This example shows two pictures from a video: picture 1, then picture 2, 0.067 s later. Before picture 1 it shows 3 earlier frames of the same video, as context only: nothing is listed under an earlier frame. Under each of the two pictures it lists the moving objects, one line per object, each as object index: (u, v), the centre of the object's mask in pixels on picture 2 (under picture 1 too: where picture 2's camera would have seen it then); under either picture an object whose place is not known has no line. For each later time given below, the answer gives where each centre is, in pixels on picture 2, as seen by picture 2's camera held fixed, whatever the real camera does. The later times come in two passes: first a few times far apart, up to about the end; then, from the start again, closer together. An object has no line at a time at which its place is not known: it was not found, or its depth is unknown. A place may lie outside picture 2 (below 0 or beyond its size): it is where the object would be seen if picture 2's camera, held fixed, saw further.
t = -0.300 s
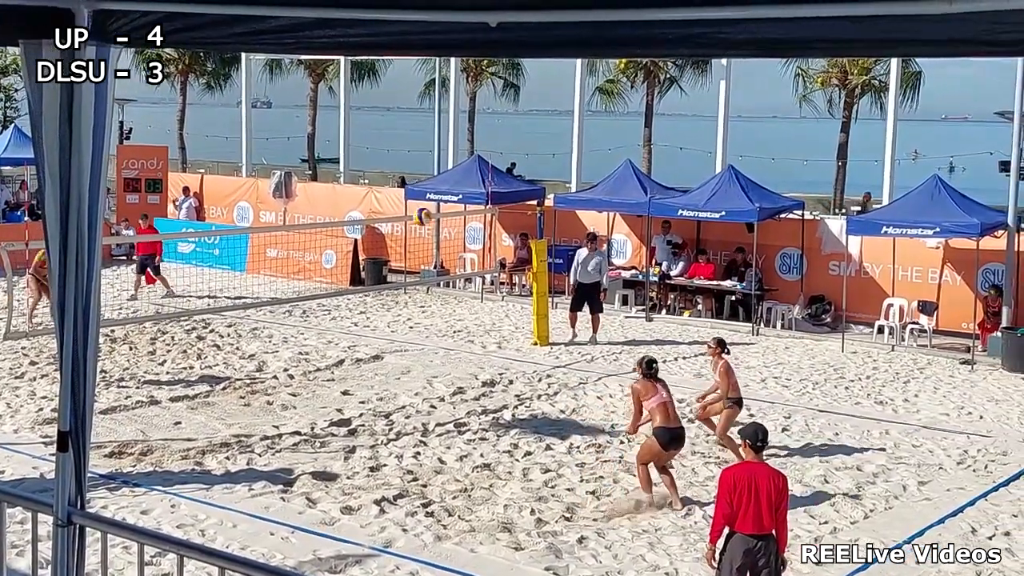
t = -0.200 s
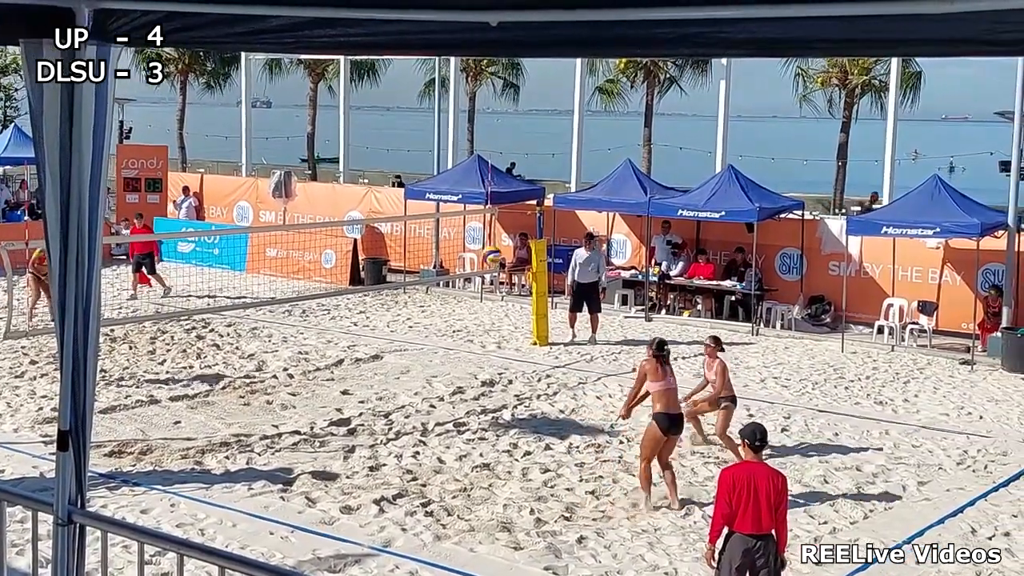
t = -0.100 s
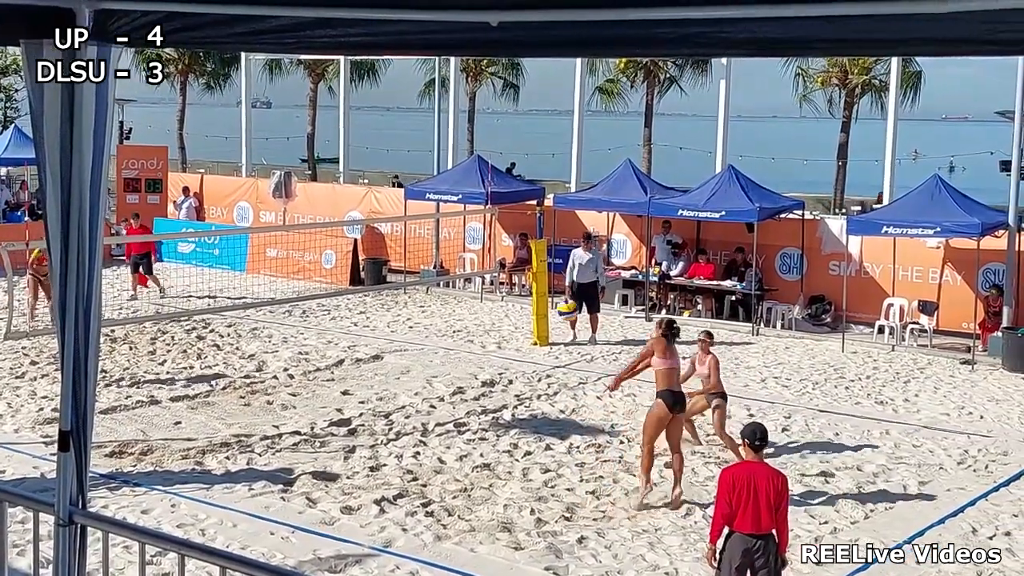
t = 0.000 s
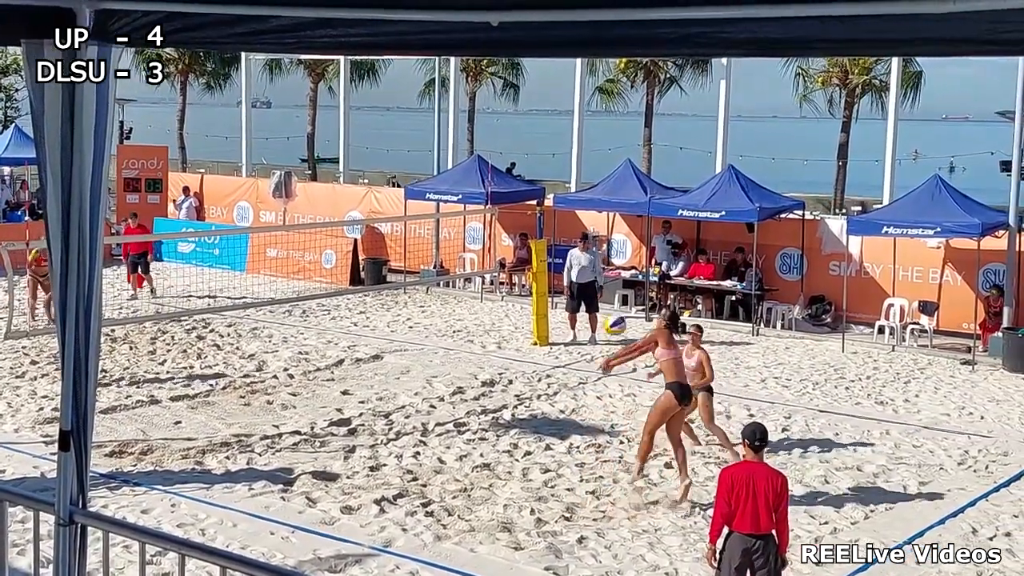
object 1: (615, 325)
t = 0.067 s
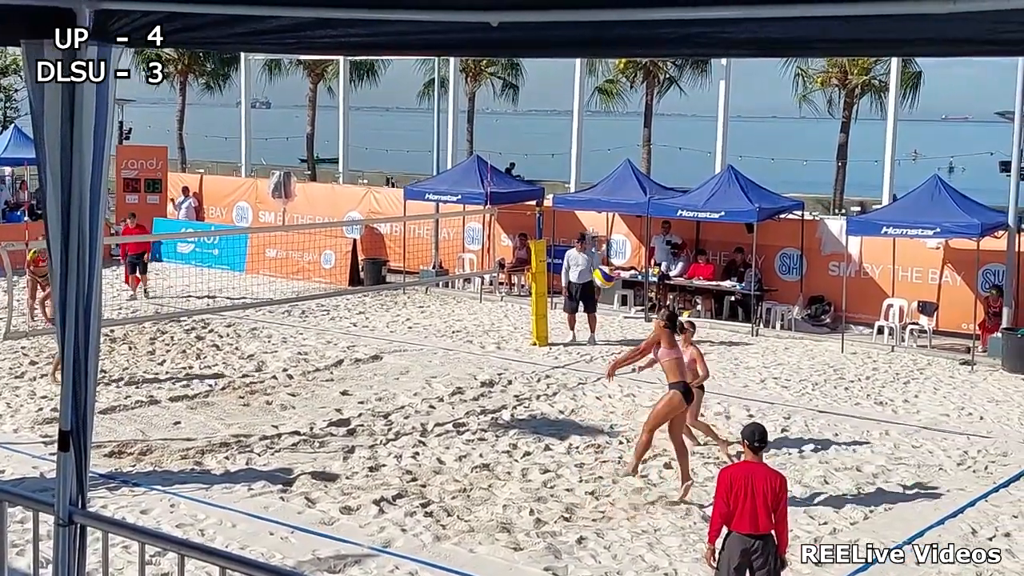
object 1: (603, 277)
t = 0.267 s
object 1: (571, 156)
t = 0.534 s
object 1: (534, 73)
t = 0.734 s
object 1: (506, 64)
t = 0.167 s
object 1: (586, 205)
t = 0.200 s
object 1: (581, 187)
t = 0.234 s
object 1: (576, 170)
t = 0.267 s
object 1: (571, 156)
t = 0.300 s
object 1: (566, 140)
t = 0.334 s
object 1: (561, 127)
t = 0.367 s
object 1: (556, 115)
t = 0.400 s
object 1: (552, 104)
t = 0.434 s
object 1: (548, 95)
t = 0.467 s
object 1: (543, 87)
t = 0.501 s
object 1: (538, 78)
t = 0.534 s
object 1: (534, 73)
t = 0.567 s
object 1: (529, 68)
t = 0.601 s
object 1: (524, 66)
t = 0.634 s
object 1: (519, 64)
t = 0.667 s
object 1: (515, 63)
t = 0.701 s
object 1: (509, 62)
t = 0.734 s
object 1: (506, 64)
